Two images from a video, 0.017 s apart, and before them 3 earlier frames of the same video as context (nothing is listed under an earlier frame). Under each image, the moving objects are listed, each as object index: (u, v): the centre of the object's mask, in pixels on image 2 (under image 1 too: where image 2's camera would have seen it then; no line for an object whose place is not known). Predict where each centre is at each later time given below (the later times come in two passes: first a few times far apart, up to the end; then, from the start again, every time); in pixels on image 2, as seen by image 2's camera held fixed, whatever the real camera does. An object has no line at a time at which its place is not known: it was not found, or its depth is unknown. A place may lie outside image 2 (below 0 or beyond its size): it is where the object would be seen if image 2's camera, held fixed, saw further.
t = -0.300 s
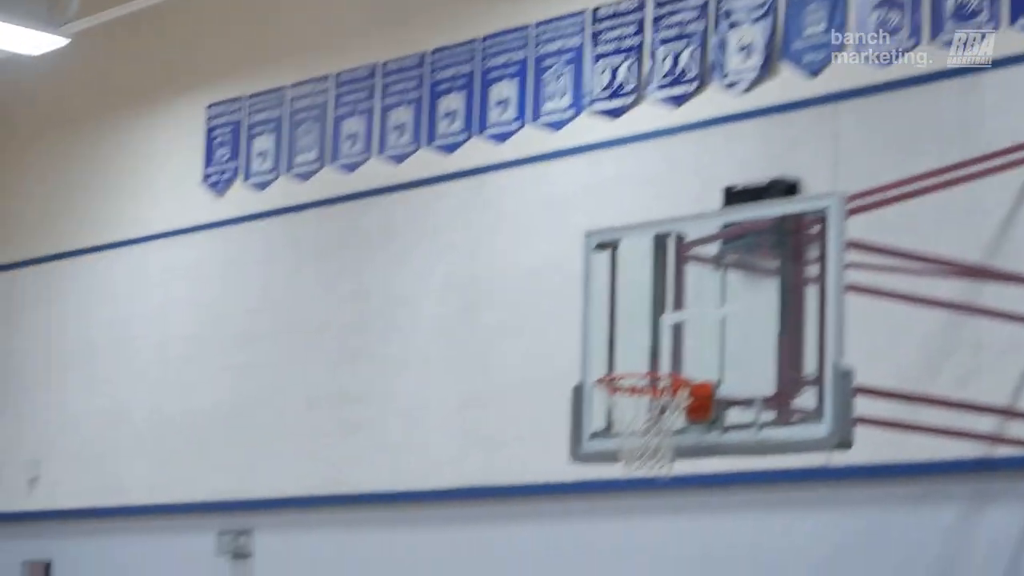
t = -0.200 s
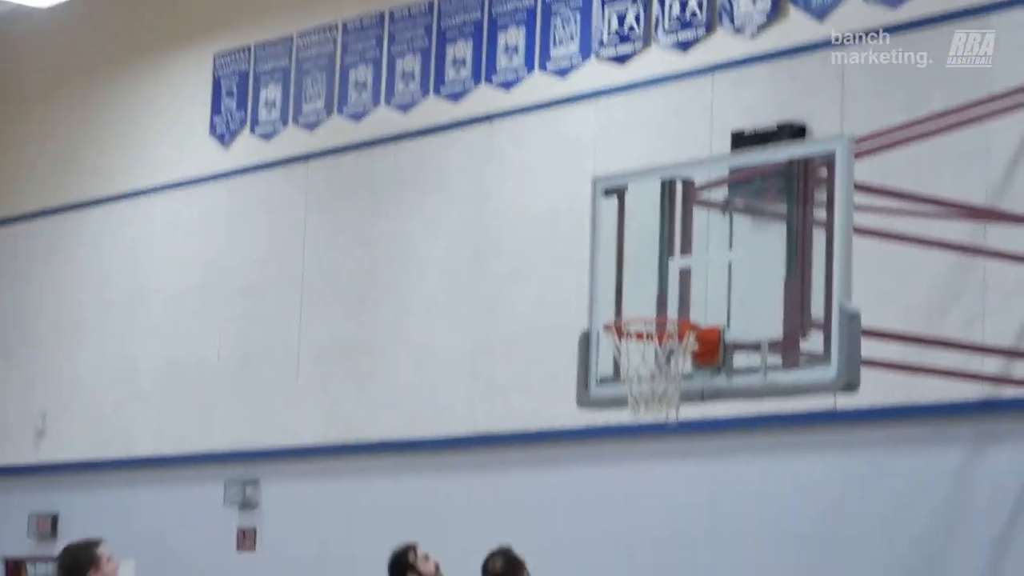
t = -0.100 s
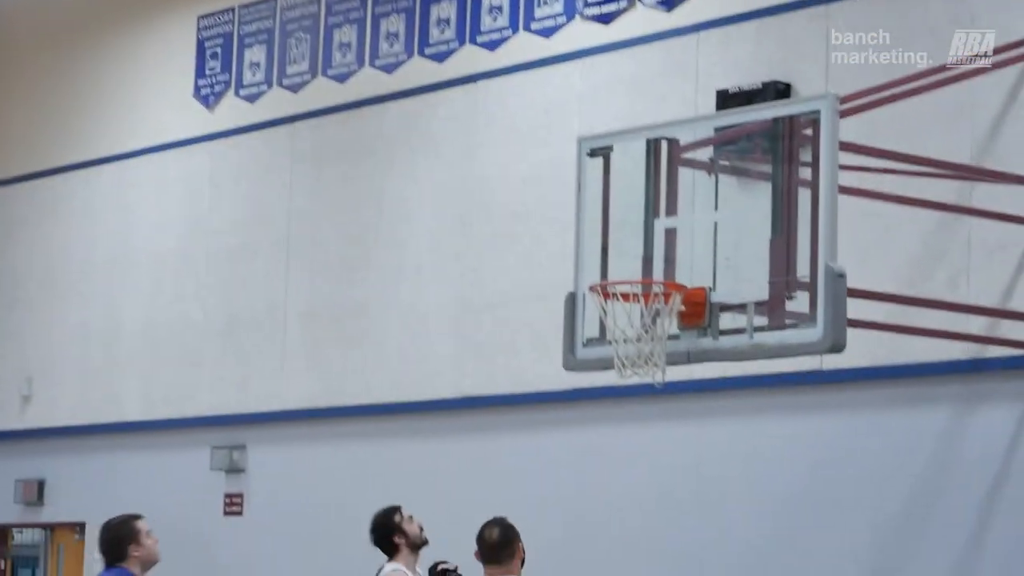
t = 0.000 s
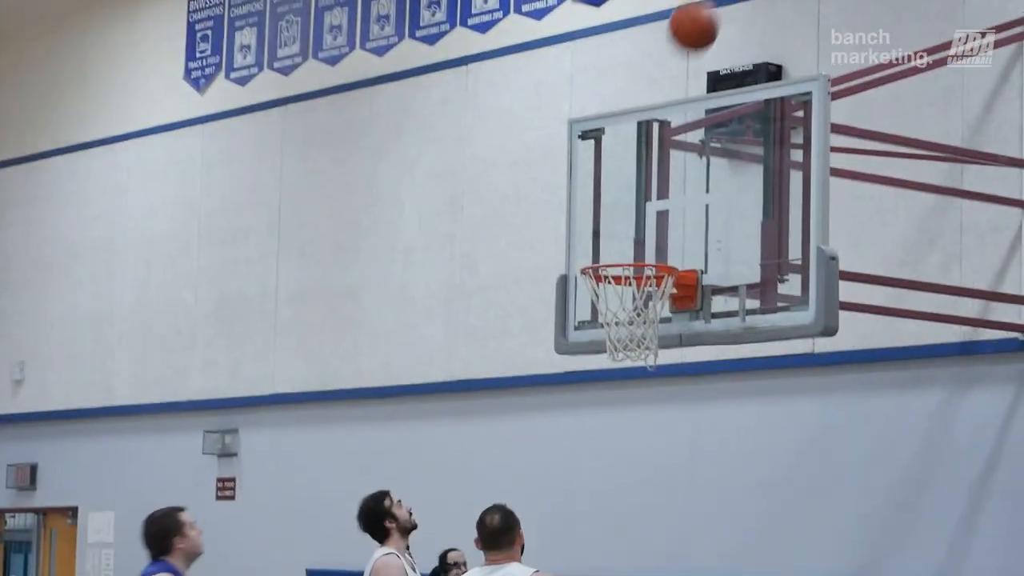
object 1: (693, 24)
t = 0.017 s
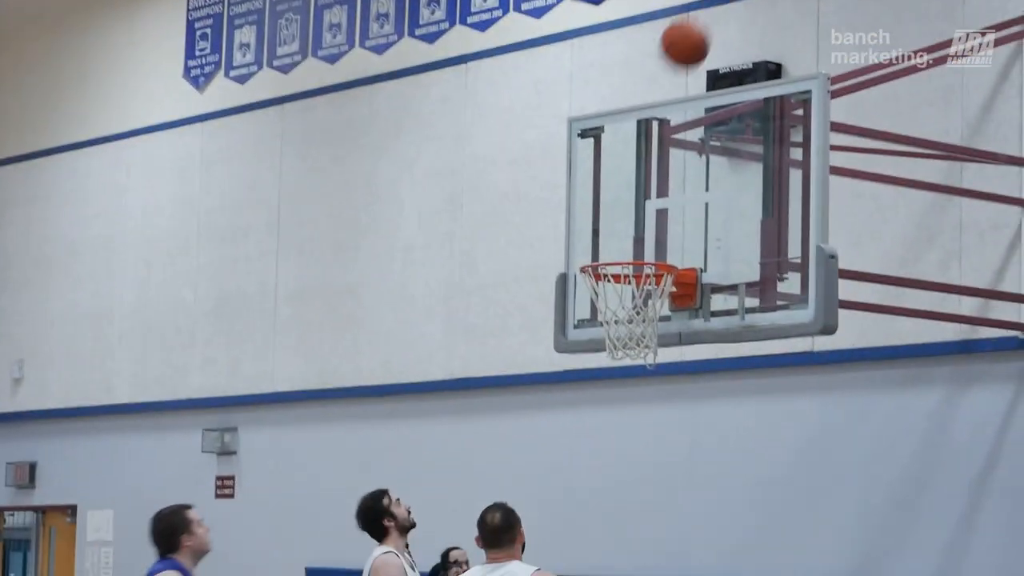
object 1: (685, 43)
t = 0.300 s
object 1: (657, 299)
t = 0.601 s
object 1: (620, 367)
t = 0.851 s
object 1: (560, 527)
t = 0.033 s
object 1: (677, 61)
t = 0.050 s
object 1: (669, 81)
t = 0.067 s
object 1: (662, 99)
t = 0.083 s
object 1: (654, 120)
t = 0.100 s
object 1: (648, 137)
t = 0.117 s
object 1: (639, 159)
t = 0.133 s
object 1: (633, 177)
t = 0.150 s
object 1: (626, 198)
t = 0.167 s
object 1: (617, 220)
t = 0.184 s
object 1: (610, 241)
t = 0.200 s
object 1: (602, 258)
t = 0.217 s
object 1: (611, 273)
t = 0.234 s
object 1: (624, 285)
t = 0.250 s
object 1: (635, 295)
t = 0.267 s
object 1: (641, 304)
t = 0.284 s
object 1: (657, 308)
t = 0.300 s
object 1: (657, 299)
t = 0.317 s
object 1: (656, 303)
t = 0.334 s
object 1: (658, 303)
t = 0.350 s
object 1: (657, 311)
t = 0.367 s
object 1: (657, 312)
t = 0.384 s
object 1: (656, 330)
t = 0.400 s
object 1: (657, 332)
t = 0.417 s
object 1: (650, 317)
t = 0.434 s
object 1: (649, 321)
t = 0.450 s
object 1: (648, 337)
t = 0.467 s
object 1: (652, 343)
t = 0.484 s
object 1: (649, 346)
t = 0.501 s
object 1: (646, 349)
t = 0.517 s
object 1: (642, 351)
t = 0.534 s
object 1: (637, 354)
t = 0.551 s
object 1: (632, 357)
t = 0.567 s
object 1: (628, 360)
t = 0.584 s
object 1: (624, 363)
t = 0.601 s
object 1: (620, 367)
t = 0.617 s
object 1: (616, 373)
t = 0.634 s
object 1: (612, 381)
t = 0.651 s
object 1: (608, 388)
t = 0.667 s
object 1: (604, 396)
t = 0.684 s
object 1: (601, 404)
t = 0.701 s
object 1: (597, 415)
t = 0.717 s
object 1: (592, 426)
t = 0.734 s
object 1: (588, 437)
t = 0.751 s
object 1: (584, 449)
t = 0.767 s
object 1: (580, 460)
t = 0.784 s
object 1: (576, 473)
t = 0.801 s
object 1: (572, 486)
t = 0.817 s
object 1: (568, 500)
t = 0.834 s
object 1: (564, 513)
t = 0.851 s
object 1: (560, 527)
